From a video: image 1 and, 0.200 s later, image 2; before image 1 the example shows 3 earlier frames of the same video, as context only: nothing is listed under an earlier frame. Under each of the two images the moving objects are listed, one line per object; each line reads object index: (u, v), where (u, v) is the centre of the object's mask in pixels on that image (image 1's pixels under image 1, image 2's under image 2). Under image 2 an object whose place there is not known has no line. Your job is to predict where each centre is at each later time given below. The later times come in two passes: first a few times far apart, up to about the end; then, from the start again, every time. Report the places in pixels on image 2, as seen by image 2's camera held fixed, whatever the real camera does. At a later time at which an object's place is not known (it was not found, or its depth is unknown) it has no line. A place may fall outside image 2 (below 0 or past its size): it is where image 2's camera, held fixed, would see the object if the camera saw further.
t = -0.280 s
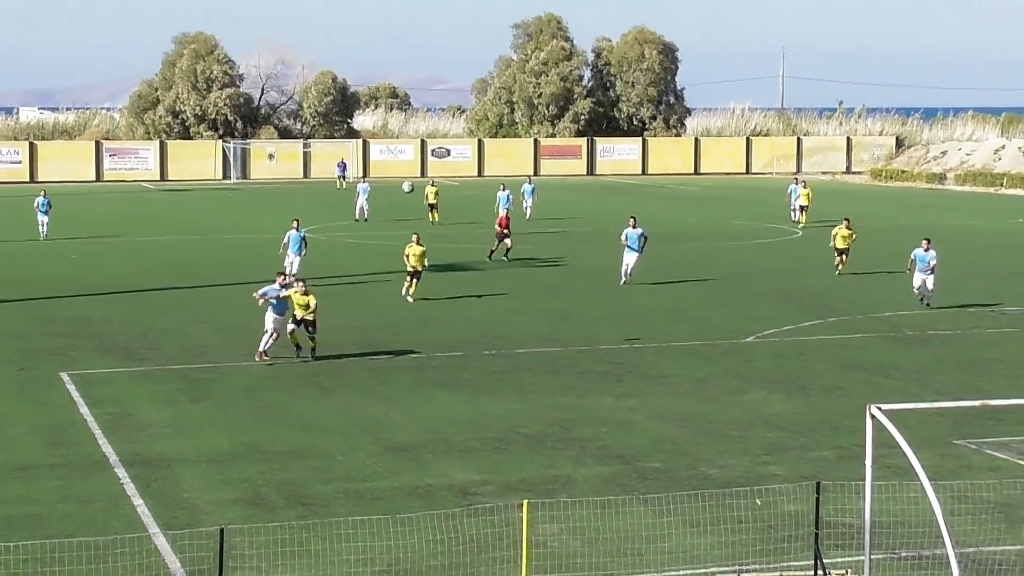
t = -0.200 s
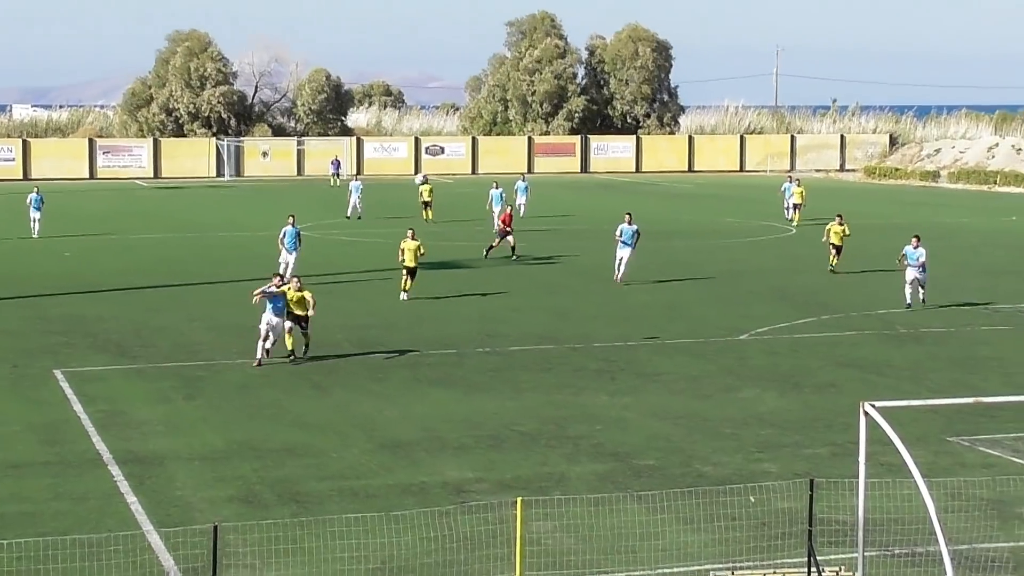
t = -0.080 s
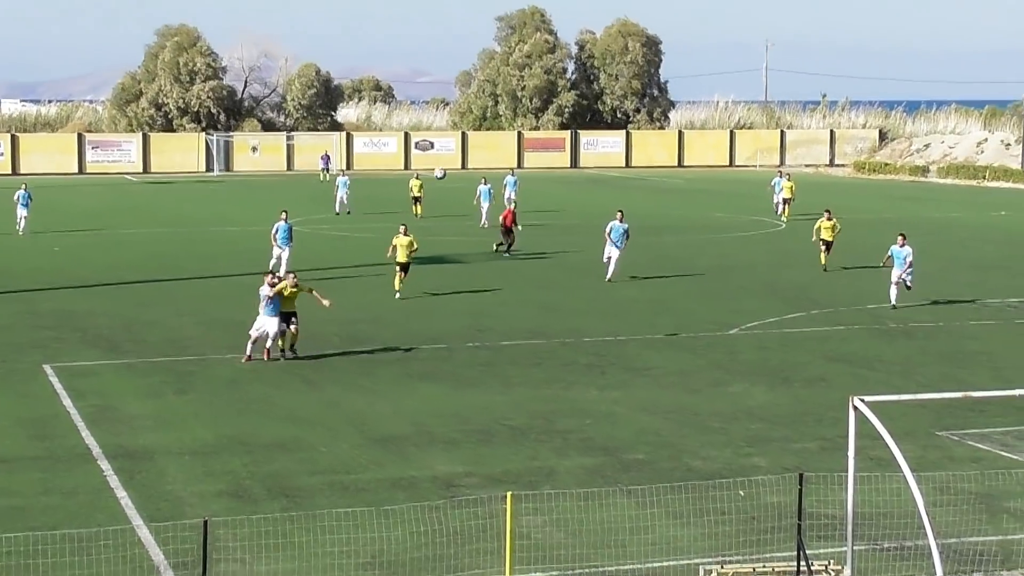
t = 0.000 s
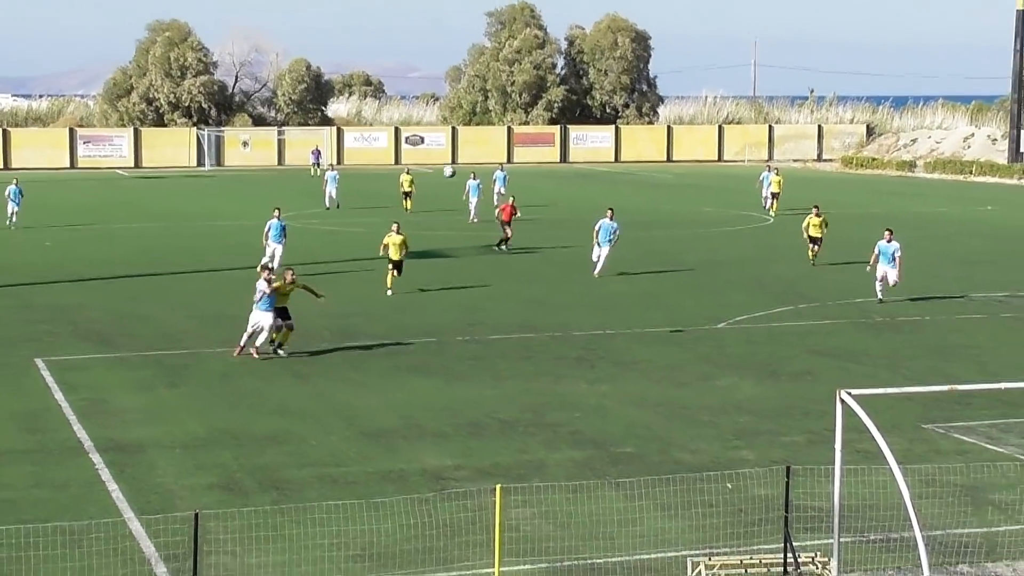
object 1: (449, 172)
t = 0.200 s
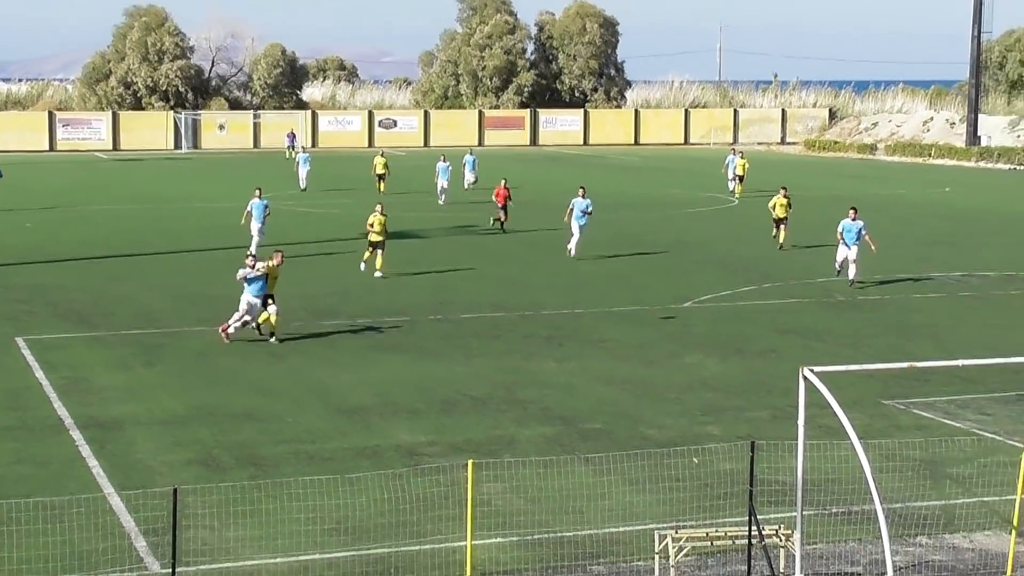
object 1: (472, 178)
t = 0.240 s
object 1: (480, 186)
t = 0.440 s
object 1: (530, 235)
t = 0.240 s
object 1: (480, 186)
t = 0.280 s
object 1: (490, 194)
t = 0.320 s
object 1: (500, 202)
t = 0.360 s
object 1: (510, 212)
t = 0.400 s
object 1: (520, 222)
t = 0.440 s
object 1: (530, 235)
